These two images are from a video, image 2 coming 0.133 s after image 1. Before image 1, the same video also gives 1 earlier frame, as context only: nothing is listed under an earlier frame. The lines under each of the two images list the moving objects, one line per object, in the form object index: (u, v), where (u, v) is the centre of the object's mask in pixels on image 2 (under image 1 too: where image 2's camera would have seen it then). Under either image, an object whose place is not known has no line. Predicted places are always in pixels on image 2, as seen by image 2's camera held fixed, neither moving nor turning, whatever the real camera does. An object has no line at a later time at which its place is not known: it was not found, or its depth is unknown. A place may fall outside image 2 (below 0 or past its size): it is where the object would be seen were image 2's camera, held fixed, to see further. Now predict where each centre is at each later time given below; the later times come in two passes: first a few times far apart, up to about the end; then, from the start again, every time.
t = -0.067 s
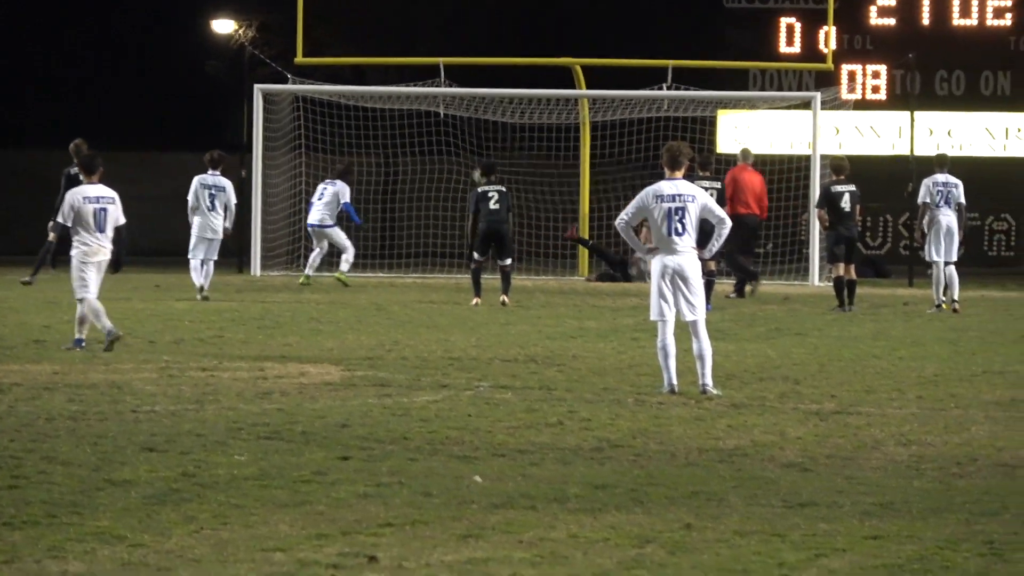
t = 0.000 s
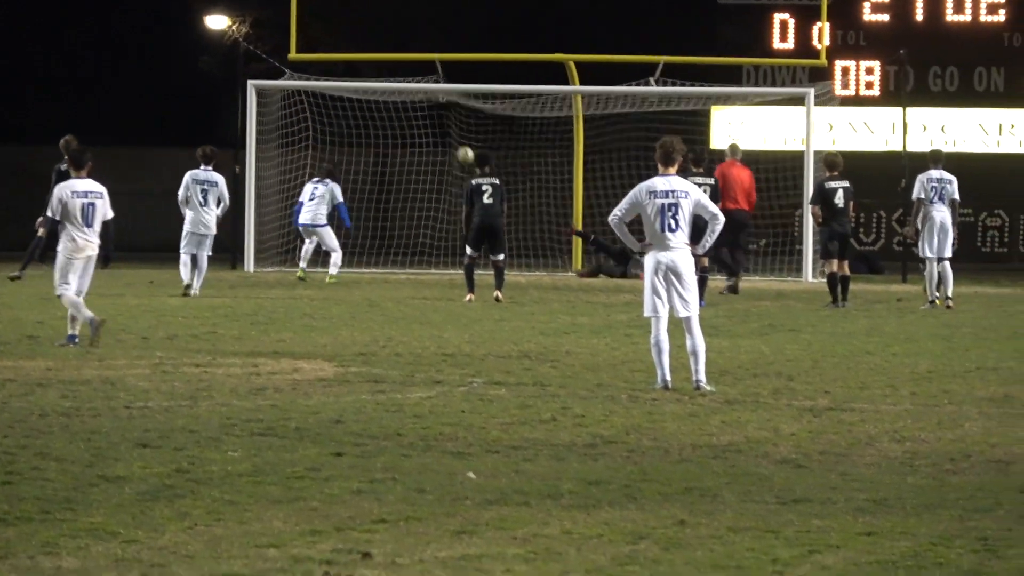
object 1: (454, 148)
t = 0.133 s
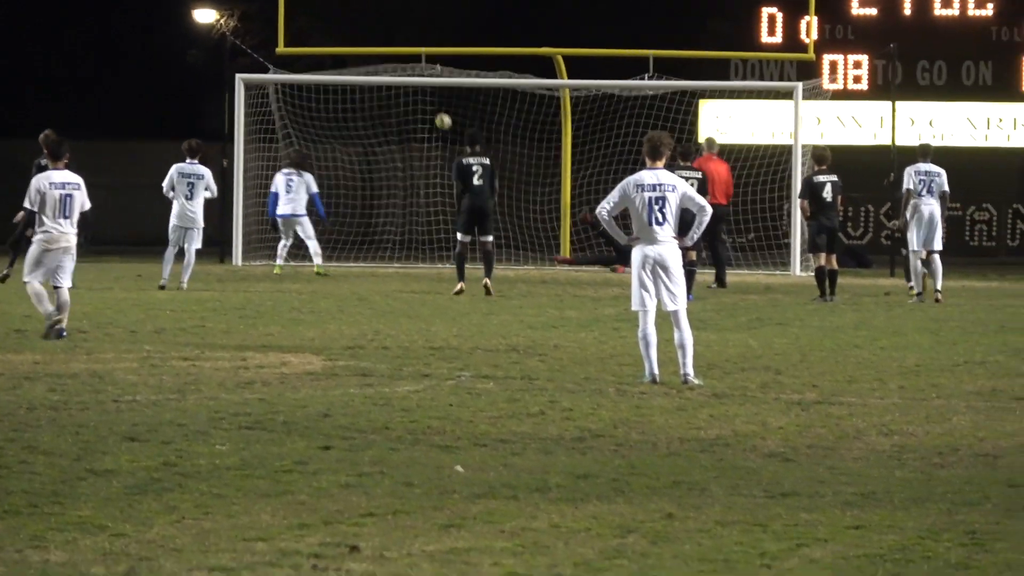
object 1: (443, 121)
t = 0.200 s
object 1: (442, 113)
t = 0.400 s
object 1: (439, 108)
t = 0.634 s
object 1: (434, 138)
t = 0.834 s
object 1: (428, 193)
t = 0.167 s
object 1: (443, 117)
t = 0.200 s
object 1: (442, 113)
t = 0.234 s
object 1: (442, 110)
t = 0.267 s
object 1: (441, 109)
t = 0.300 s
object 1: (441, 108)
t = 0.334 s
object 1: (440, 107)
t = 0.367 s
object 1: (440, 107)
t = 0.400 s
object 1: (439, 108)
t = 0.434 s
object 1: (439, 110)
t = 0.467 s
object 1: (438, 113)
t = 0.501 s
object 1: (437, 116)
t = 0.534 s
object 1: (436, 120)
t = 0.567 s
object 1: (436, 125)
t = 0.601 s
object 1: (435, 131)
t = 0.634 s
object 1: (434, 138)
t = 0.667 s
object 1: (433, 145)
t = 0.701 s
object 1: (432, 152)
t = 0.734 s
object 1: (431, 161)
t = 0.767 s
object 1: (431, 171)
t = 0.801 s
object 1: (430, 181)
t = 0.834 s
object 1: (428, 193)
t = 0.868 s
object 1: (428, 205)
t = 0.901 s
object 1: (427, 217)
